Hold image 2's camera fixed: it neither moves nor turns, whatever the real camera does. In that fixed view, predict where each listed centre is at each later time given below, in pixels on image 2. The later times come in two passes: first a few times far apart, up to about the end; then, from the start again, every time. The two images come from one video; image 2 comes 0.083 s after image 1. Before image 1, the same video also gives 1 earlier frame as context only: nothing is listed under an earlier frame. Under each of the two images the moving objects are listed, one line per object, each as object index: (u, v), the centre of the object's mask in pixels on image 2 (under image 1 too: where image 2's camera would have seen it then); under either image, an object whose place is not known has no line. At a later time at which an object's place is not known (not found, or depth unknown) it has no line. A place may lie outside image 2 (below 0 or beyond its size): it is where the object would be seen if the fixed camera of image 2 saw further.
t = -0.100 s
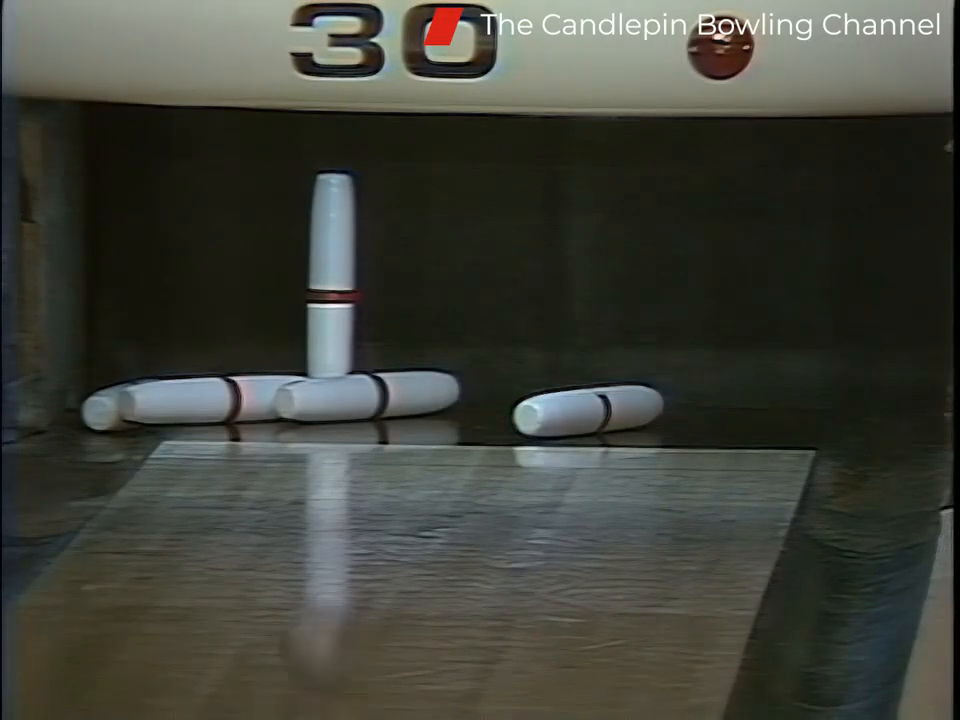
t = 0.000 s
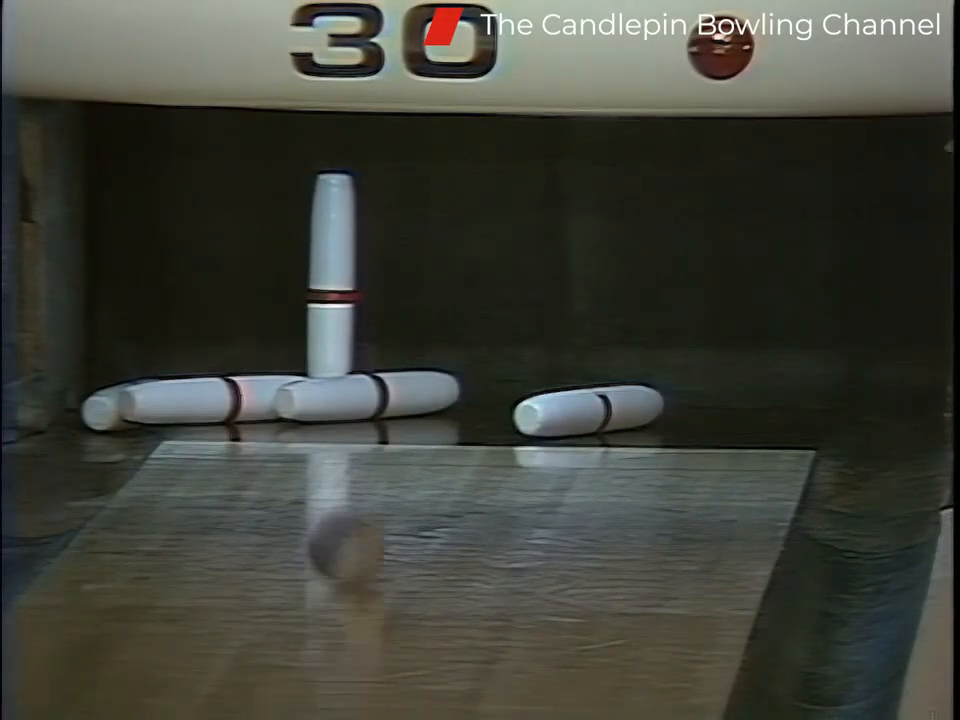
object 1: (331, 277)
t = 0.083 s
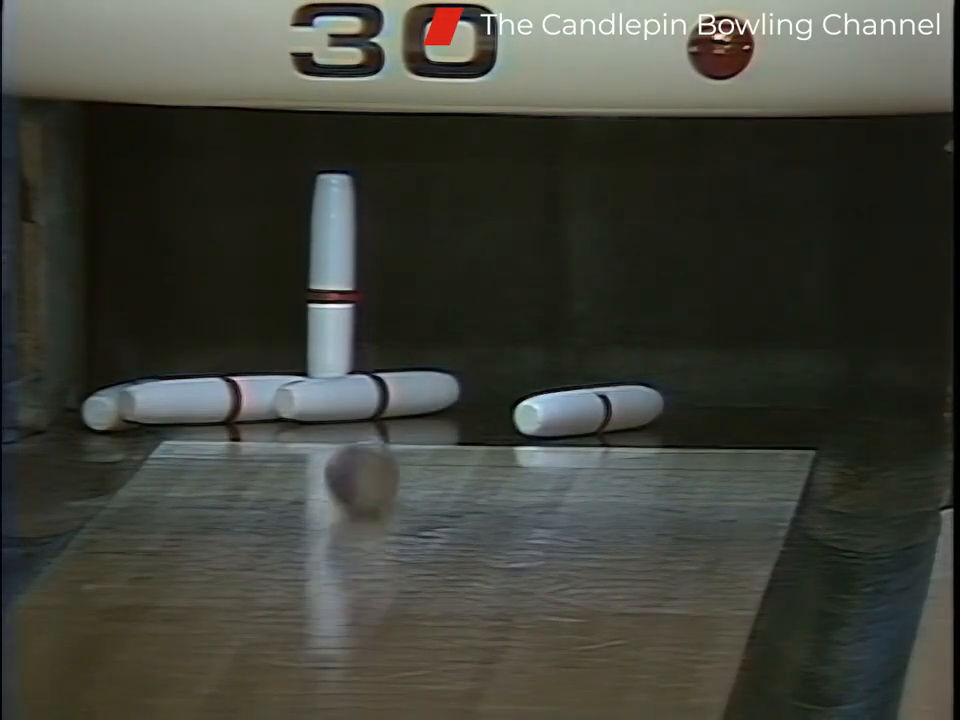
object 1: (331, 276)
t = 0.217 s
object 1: (330, 276)
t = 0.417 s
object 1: (210, 205)
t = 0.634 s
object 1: (193, 148)
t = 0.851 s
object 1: (222, 323)
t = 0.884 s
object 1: (241, 336)
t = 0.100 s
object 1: (331, 277)
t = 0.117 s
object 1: (331, 277)
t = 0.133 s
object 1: (331, 277)
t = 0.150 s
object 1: (331, 277)
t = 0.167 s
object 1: (331, 277)
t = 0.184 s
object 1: (331, 277)
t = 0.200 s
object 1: (331, 276)
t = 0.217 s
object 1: (330, 276)
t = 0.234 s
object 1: (320, 285)
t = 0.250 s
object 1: (309, 294)
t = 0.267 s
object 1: (295, 280)
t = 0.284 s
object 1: (271, 297)
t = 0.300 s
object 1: (264, 288)
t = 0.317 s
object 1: (252, 281)
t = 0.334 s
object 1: (222, 265)
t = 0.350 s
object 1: (211, 243)
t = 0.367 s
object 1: (203, 226)
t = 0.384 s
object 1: (204, 220)
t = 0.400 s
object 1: (207, 216)
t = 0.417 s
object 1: (210, 205)
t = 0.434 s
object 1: (212, 197)
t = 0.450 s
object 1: (216, 188)
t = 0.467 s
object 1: (219, 180)
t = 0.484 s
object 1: (221, 172)
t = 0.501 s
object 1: (224, 165)
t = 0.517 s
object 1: (224, 159)
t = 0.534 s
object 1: (225, 153)
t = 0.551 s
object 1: (222, 148)
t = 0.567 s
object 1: (217, 144)
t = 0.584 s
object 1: (210, 141)
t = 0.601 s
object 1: (203, 140)
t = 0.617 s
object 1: (196, 142)
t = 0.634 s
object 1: (193, 148)
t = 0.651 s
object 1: (192, 156)
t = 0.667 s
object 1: (193, 166)
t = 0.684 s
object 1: (191, 179)
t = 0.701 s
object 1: (192, 192)
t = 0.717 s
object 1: (190, 208)
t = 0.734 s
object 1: (189, 225)
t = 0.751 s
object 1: (190, 244)
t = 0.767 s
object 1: (190, 263)
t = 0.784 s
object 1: (192, 282)
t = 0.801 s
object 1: (195, 299)
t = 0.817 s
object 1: (206, 306)
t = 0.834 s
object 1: (214, 316)
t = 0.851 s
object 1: (222, 323)
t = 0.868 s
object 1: (230, 329)
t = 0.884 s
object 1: (241, 336)
